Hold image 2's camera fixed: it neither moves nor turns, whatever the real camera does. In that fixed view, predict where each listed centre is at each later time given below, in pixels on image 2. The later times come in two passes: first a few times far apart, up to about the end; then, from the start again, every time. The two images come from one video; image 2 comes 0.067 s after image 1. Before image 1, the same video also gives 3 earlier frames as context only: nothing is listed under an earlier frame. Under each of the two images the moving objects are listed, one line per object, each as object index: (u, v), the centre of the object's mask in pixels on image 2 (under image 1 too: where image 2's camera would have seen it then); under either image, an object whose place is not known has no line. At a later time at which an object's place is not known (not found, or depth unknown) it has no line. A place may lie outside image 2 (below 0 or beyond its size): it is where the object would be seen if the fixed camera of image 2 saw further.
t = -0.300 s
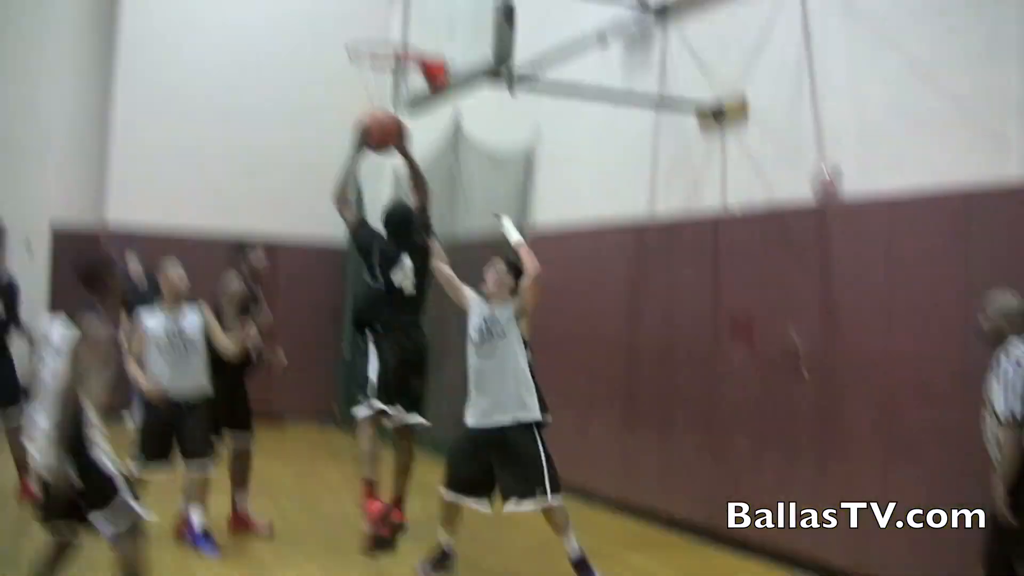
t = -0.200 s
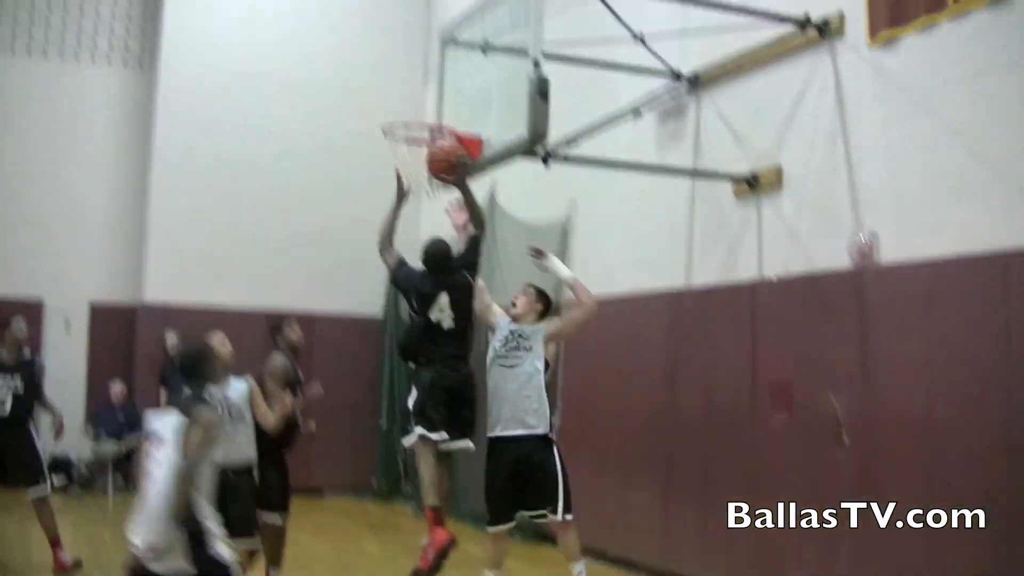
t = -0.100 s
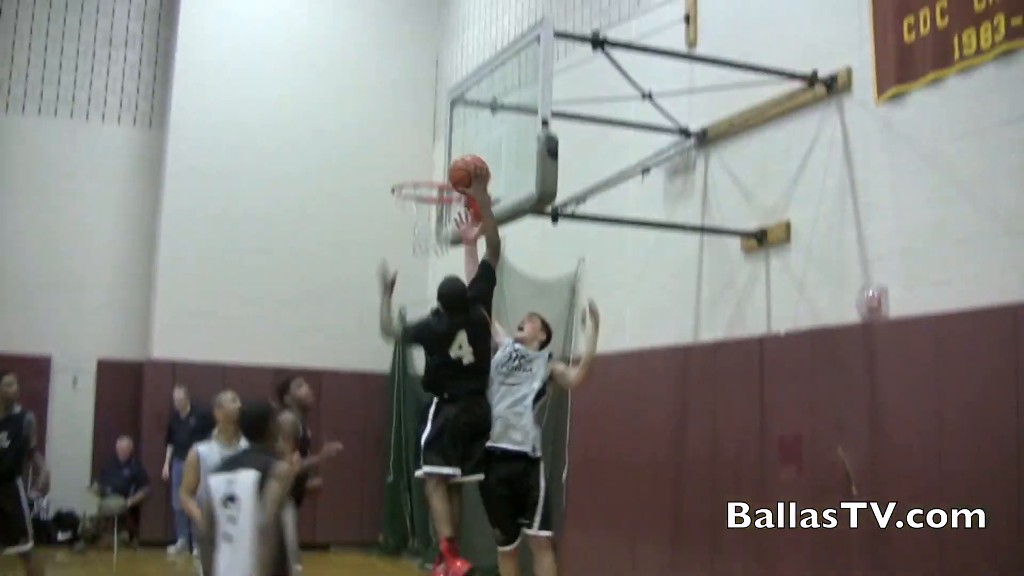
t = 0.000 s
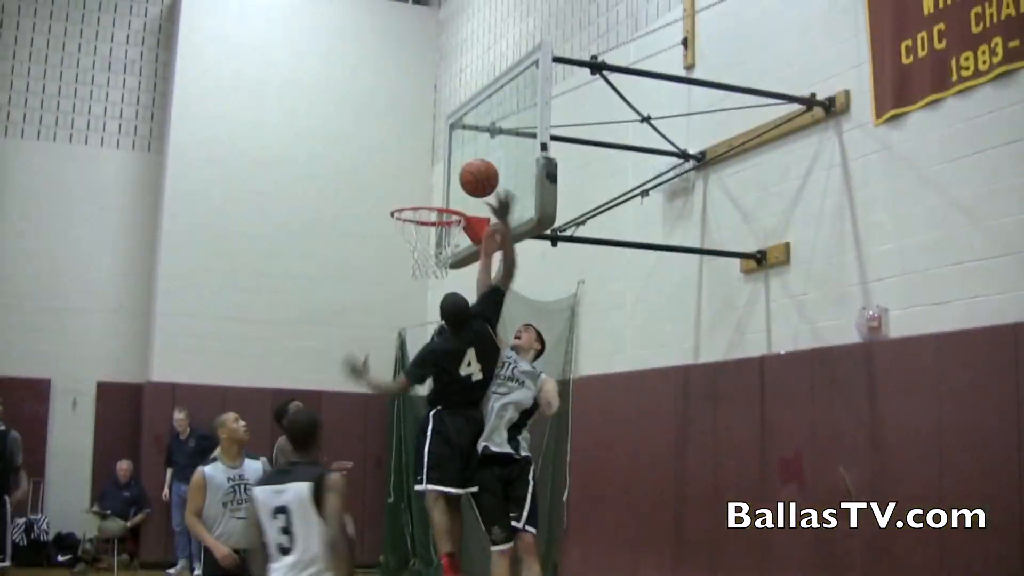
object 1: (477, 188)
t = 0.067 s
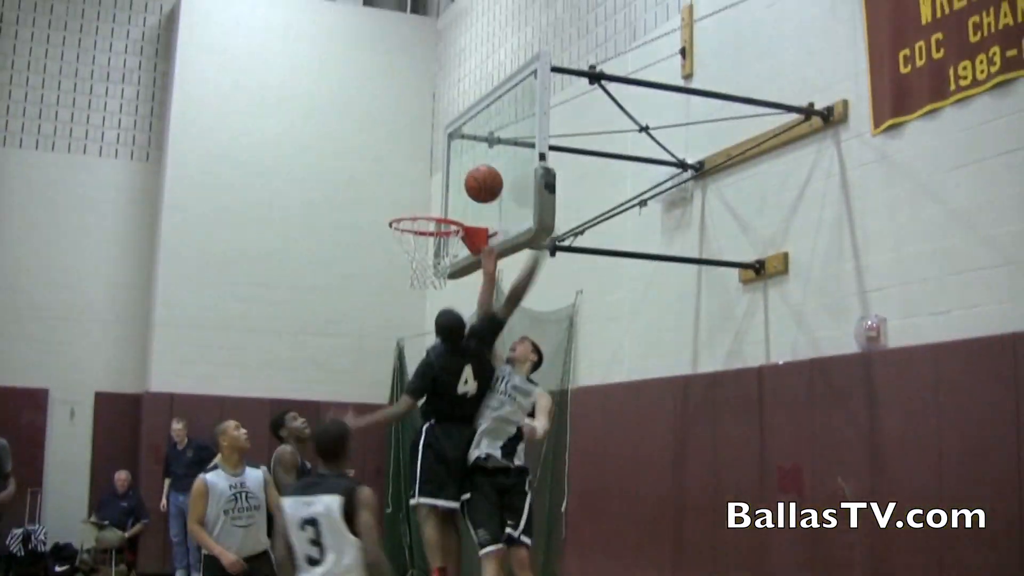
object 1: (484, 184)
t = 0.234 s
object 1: (455, 193)
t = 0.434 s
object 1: (408, 255)
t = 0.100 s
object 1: (485, 184)
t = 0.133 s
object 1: (478, 184)
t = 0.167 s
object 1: (470, 185)
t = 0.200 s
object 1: (463, 188)
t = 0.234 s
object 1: (455, 193)
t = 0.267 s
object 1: (448, 199)
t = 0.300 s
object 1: (440, 204)
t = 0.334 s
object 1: (432, 216)
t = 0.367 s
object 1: (424, 228)
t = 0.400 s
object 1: (416, 240)
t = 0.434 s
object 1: (408, 255)
